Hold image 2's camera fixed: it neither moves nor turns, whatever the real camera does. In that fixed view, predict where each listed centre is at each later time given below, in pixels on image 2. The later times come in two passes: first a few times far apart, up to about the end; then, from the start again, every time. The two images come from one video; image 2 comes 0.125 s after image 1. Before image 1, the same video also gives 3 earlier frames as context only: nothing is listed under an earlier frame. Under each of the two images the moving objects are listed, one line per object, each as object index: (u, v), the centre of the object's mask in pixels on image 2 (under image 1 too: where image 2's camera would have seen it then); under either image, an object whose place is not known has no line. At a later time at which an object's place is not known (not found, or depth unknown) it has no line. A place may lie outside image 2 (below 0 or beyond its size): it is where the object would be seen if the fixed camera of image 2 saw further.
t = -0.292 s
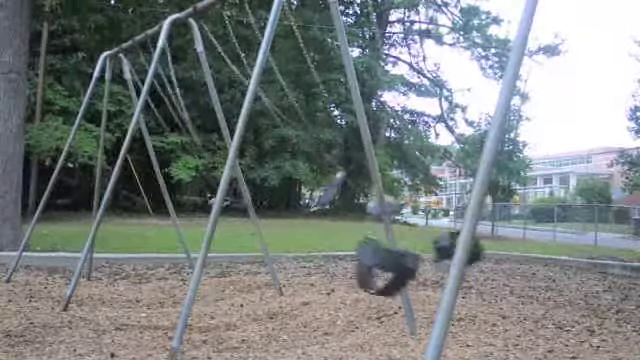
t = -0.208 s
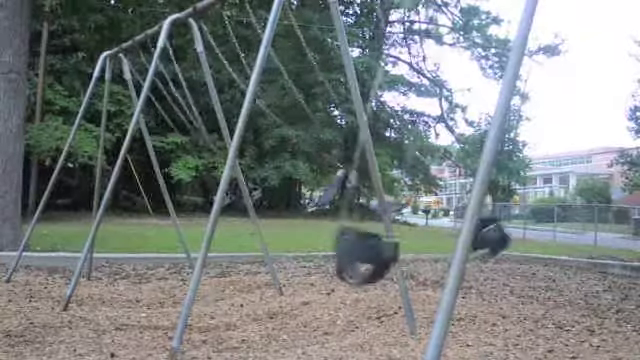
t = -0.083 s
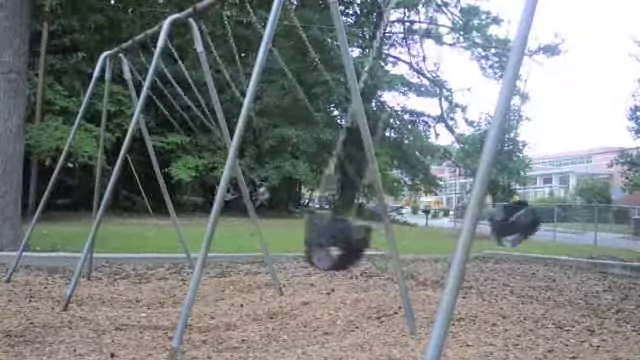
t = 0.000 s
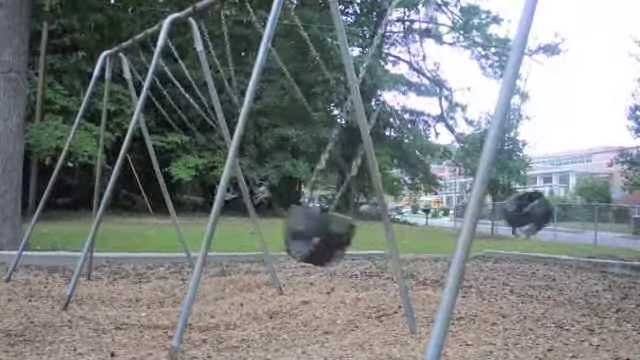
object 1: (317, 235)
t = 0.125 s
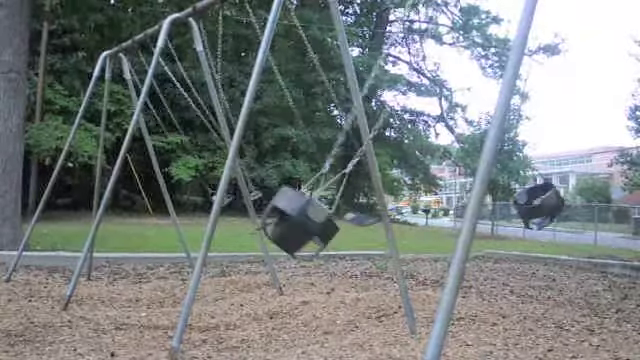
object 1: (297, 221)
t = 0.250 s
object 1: (299, 212)
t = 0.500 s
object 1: (343, 240)
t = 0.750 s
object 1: (425, 270)
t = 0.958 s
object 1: (503, 271)
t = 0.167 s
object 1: (295, 216)
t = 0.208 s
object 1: (296, 214)
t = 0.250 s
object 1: (299, 212)
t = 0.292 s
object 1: (302, 212)
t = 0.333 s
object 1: (308, 213)
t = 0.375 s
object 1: (315, 214)
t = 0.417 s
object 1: (326, 220)
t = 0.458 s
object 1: (333, 228)
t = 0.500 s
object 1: (343, 240)
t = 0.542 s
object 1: (356, 253)
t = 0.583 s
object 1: (368, 261)
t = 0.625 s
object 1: (384, 270)
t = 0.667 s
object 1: (401, 273)
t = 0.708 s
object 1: (418, 274)
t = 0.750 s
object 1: (425, 270)
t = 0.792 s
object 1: (447, 270)
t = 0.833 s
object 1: (468, 273)
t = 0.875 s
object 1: (484, 271)
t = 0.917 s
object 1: (493, 271)
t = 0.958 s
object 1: (503, 271)
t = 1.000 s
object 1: (513, 272)
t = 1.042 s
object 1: (522, 271)
